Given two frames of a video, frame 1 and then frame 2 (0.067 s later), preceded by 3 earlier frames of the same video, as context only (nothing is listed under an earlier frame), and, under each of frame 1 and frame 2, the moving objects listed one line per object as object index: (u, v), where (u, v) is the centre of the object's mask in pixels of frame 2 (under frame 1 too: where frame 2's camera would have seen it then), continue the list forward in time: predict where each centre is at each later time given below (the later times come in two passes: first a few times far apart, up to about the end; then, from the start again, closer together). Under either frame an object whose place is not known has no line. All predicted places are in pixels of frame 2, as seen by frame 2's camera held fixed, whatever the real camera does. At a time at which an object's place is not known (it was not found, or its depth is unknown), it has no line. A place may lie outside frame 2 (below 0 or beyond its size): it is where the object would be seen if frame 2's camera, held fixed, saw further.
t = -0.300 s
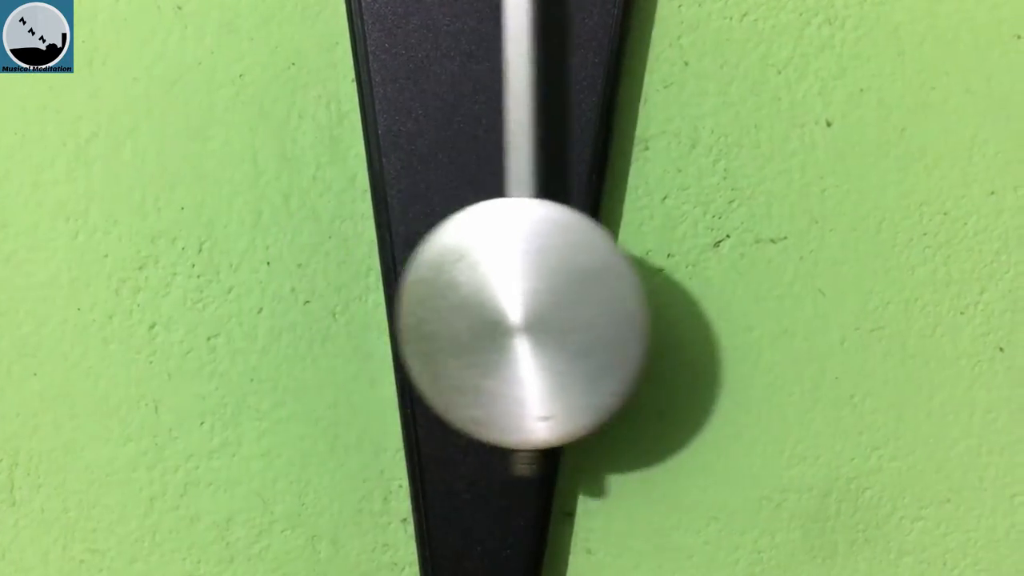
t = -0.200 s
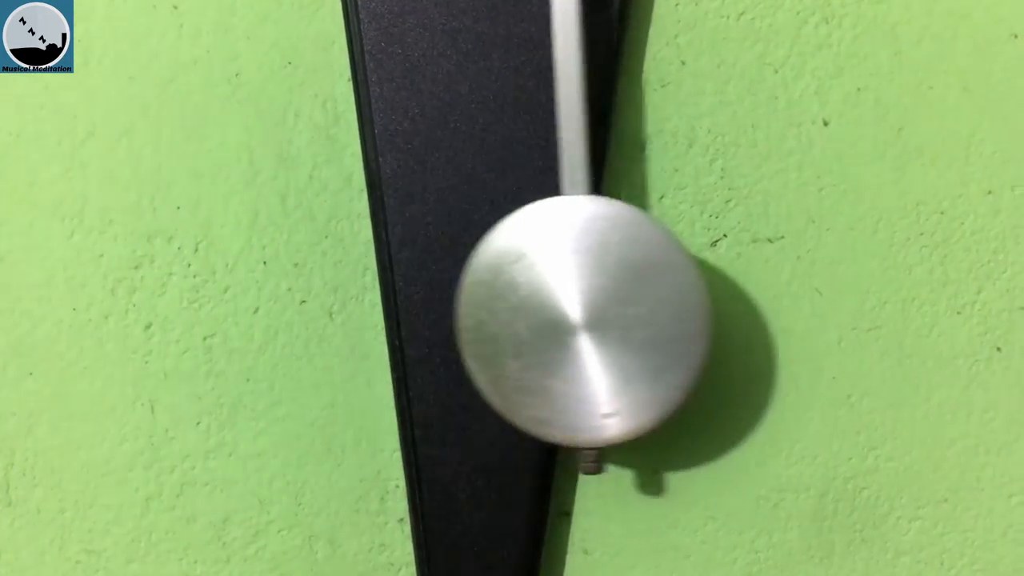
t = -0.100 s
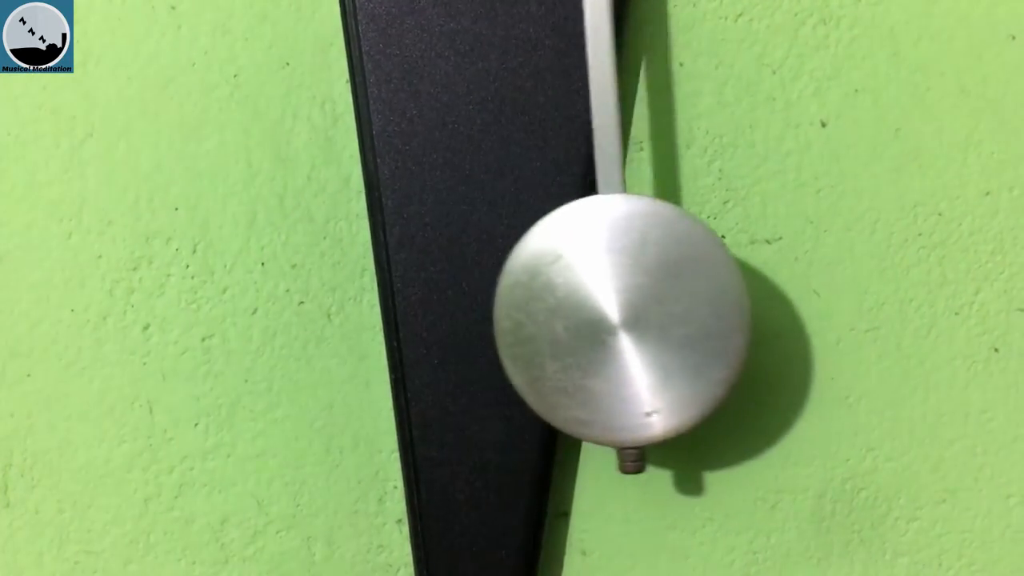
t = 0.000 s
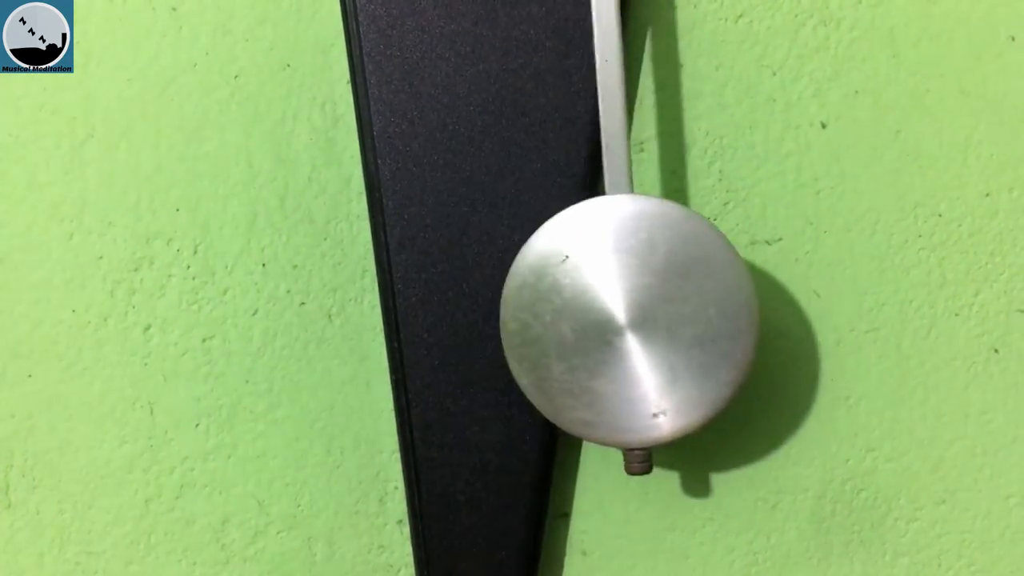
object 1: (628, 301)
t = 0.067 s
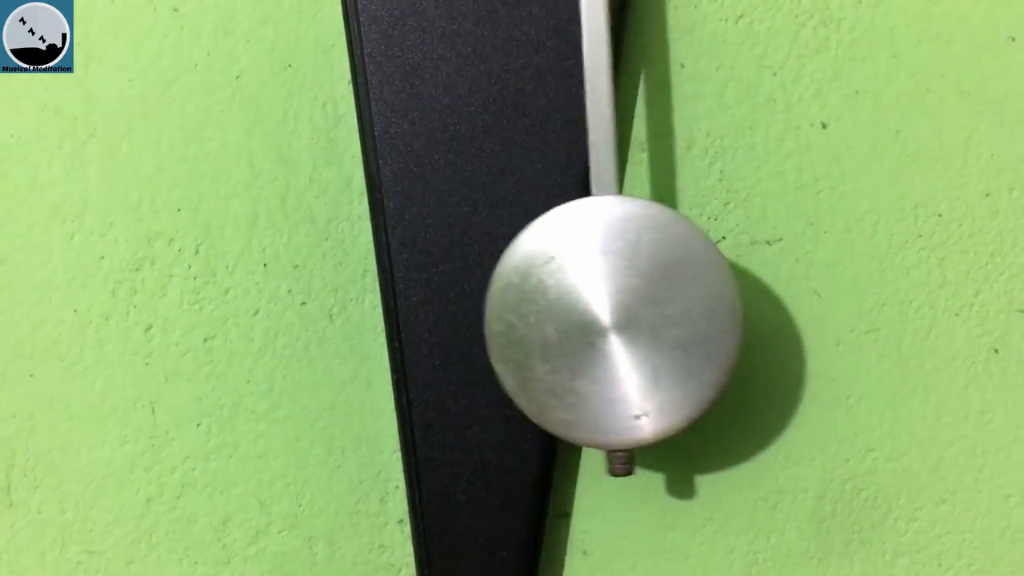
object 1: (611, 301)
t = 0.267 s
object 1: (497, 300)
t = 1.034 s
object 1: (608, 301)
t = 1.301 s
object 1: (587, 298)
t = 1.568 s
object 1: (420, 298)
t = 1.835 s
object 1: (388, 300)
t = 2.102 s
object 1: (550, 298)
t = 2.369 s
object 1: (627, 299)
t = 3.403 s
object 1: (614, 300)
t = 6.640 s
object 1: (444, 300)
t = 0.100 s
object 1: (598, 300)
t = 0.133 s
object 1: (580, 300)
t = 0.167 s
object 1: (561, 299)
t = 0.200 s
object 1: (541, 300)
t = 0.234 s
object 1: (519, 300)
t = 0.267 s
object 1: (497, 300)
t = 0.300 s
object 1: (475, 299)
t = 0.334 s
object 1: (454, 298)
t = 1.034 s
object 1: (608, 301)
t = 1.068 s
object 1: (619, 300)
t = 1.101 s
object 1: (627, 300)
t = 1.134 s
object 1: (630, 299)
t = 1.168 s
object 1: (629, 299)
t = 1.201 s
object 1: (624, 299)
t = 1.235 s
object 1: (615, 299)
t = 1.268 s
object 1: (602, 297)
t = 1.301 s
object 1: (587, 298)
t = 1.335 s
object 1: (569, 298)
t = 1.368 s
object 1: (548, 299)
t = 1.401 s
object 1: (527, 298)
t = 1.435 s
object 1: (504, 298)
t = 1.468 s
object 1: (482, 298)
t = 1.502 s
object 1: (460, 297)
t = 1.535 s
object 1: (439, 298)
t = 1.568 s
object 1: (420, 298)
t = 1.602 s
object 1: (403, 298)
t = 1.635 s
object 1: (388, 298)
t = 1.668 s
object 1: (378, 300)
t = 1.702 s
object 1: (371, 299)
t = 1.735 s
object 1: (369, 299)
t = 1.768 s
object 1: (371, 299)
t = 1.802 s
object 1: (378, 299)
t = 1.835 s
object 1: (388, 300)
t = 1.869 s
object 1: (402, 300)
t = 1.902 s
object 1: (419, 300)
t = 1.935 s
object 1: (438, 300)
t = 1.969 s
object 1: (460, 299)
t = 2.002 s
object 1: (483, 298)
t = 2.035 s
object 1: (506, 300)
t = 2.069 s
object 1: (528, 299)
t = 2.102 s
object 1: (550, 298)
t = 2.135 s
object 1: (570, 298)
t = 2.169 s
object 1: (589, 297)
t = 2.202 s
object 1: (605, 297)
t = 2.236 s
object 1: (617, 297)
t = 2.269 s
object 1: (626, 298)
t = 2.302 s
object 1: (630, 298)
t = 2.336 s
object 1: (631, 299)
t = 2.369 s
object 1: (627, 299)
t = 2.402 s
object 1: (619, 299)
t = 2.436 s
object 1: (607, 299)
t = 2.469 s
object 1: (592, 300)
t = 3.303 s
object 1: (565, 300)
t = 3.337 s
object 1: (584, 299)
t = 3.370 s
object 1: (601, 300)
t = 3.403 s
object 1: (614, 300)
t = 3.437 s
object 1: (624, 300)
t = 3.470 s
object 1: (630, 300)
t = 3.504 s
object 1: (631, 300)
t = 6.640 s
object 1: (444, 300)
